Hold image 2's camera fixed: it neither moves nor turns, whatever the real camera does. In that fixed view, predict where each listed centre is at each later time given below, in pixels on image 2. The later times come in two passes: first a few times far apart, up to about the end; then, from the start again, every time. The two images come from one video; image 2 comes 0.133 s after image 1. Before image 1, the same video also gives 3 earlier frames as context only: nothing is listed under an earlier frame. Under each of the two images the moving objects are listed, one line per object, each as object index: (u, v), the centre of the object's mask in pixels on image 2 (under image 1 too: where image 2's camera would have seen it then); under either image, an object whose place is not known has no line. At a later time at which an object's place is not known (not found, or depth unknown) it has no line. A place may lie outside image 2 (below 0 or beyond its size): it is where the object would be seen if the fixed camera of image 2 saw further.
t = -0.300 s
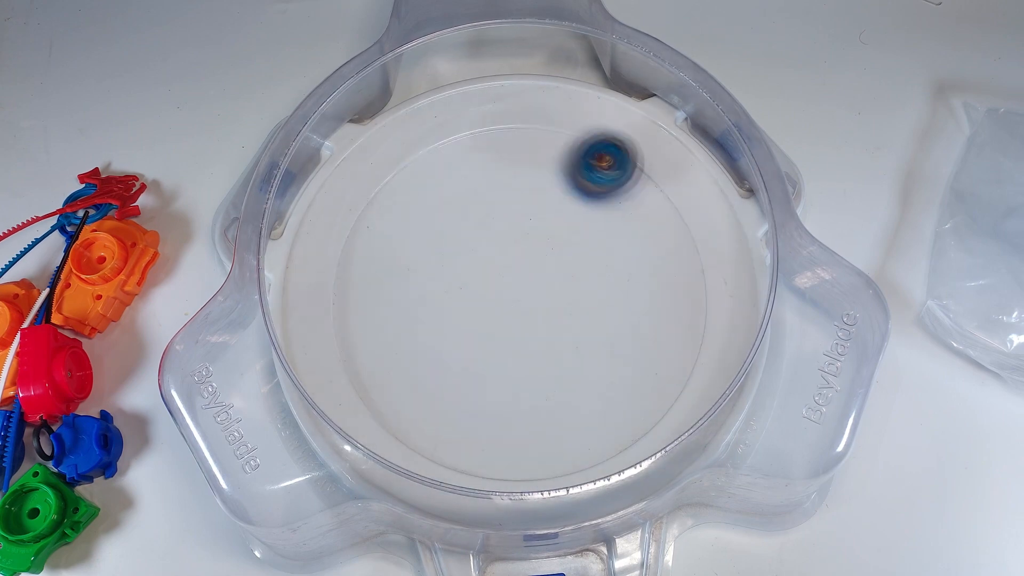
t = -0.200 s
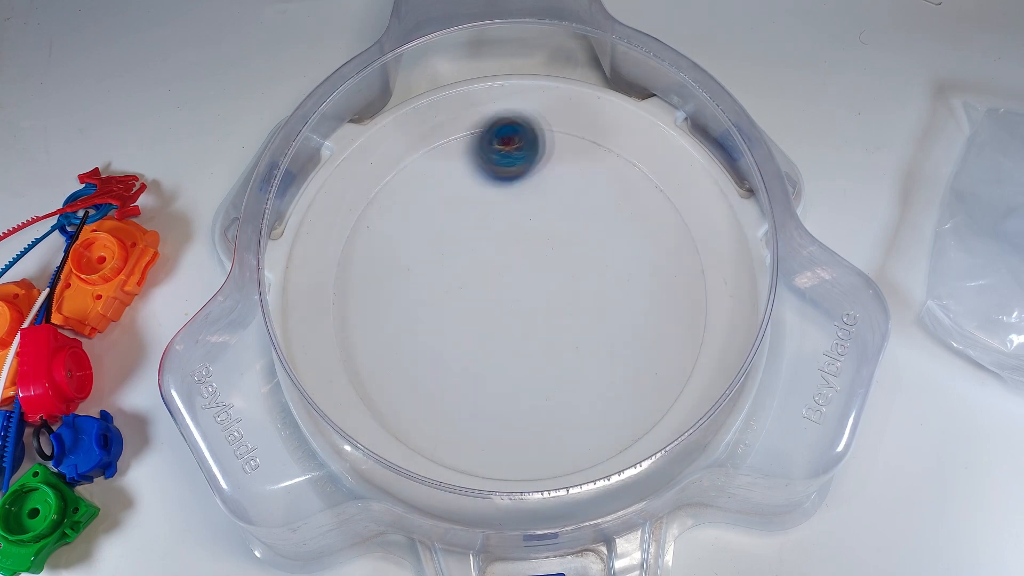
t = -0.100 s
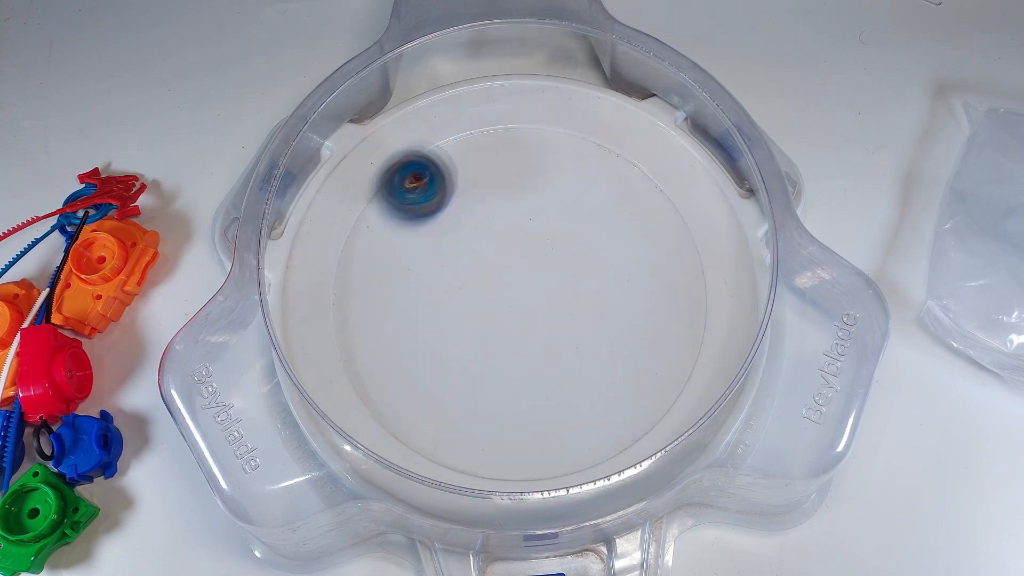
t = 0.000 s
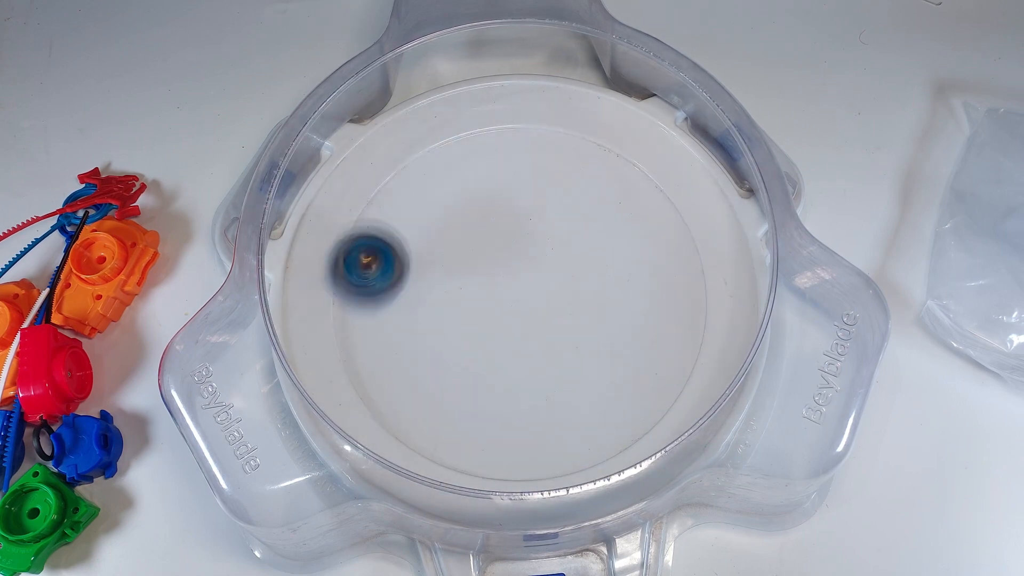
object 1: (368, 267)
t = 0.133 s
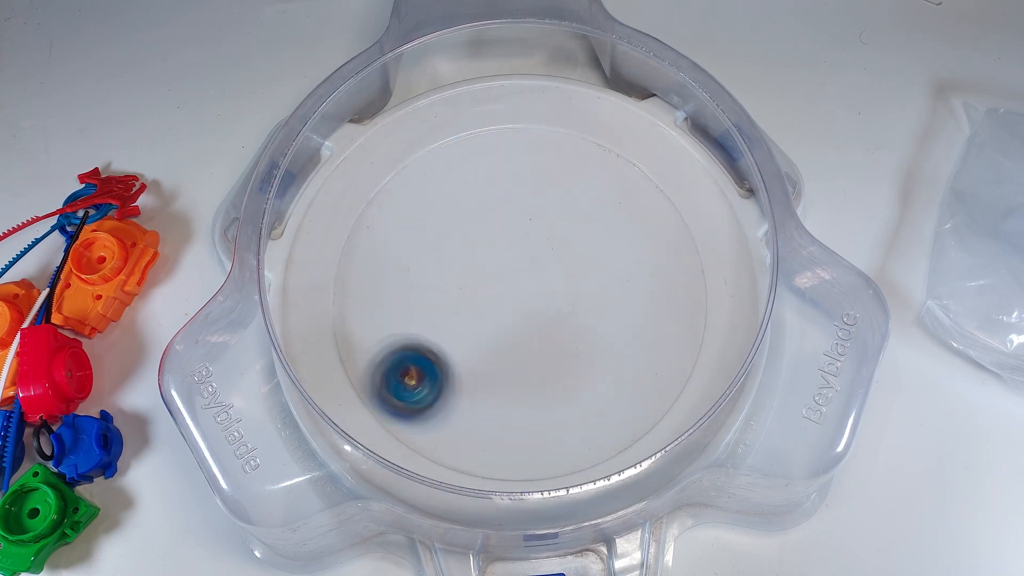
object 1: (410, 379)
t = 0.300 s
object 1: (567, 416)
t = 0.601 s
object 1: (623, 212)
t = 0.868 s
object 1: (442, 217)
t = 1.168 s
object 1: (483, 401)
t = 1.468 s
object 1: (628, 292)
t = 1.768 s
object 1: (474, 204)
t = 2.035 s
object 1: (432, 351)
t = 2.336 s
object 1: (607, 338)
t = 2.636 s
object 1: (546, 197)
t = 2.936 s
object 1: (414, 290)
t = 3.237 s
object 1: (543, 384)
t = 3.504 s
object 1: (616, 258)
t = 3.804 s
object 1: (453, 210)
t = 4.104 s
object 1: (445, 368)
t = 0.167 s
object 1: (439, 402)
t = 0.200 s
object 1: (471, 416)
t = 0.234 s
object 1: (505, 425)
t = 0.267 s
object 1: (538, 426)
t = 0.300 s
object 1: (567, 416)
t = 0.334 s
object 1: (593, 401)
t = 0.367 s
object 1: (614, 382)
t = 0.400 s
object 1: (632, 359)
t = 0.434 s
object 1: (644, 332)
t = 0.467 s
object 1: (651, 305)
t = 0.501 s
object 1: (653, 277)
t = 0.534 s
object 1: (648, 252)
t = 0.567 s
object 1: (639, 229)
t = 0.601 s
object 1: (623, 212)
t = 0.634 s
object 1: (607, 197)
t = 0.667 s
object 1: (583, 187)
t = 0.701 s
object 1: (561, 179)
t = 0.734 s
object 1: (537, 178)
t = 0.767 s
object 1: (511, 181)
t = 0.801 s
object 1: (487, 190)
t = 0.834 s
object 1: (464, 202)
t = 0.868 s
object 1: (442, 217)
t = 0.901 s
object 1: (425, 236)
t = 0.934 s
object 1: (415, 257)
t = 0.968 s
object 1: (410, 281)
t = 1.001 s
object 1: (410, 306)
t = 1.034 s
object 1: (415, 330)
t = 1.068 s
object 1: (425, 355)
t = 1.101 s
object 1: (440, 375)
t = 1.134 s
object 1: (459, 389)
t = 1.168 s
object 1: (483, 401)
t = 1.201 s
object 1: (512, 407)
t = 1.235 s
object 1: (540, 407)
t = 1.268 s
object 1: (567, 400)
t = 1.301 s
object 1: (592, 388)
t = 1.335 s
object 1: (610, 372)
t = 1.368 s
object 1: (622, 356)
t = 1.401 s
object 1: (629, 336)
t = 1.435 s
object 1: (631, 314)
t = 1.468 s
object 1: (628, 292)
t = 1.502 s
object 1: (623, 271)
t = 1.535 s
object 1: (613, 249)
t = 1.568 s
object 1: (599, 231)
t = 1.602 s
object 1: (583, 216)
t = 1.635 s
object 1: (561, 204)
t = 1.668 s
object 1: (540, 198)
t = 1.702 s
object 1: (517, 196)
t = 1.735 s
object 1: (494, 198)
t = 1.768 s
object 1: (474, 204)
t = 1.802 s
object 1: (454, 215)
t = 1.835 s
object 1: (438, 229)
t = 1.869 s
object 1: (425, 246)
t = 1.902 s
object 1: (417, 266)
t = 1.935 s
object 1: (415, 287)
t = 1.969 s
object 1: (416, 308)
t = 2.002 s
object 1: (422, 331)
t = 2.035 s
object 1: (432, 351)
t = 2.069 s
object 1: (446, 366)
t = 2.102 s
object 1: (466, 377)
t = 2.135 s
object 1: (490, 384)
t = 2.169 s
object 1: (515, 388)
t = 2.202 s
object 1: (539, 386)
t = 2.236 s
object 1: (561, 379)
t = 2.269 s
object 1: (580, 368)
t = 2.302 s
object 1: (596, 354)
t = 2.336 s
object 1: (607, 338)
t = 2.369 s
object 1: (615, 318)
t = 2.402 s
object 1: (619, 300)
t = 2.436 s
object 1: (619, 280)
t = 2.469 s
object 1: (616, 261)
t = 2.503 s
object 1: (609, 243)
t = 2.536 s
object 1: (597, 227)
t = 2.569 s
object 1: (584, 214)
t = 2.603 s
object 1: (567, 205)
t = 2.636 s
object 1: (546, 197)
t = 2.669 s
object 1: (526, 193)
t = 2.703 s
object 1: (507, 195)
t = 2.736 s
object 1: (486, 200)
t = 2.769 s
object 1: (467, 208)
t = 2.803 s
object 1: (450, 218)
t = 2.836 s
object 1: (434, 234)
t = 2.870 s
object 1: (424, 251)
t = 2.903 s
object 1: (417, 270)
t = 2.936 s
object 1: (414, 290)
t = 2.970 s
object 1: (417, 309)
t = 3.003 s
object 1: (423, 328)
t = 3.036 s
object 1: (432, 346)
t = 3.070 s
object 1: (446, 361)
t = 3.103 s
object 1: (464, 373)
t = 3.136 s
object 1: (483, 381)
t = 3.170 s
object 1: (502, 385)
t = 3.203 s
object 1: (523, 386)
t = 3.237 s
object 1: (543, 384)
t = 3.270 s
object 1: (564, 378)
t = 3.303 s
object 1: (585, 367)
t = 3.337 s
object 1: (601, 353)
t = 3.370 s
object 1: (613, 335)
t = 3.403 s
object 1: (620, 316)
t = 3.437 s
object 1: (623, 296)
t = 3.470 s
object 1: (622, 277)
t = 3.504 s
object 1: (616, 258)
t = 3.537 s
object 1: (607, 240)
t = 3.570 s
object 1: (593, 223)
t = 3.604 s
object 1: (577, 210)
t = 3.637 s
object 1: (557, 200)
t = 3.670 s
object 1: (536, 194)
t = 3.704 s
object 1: (514, 192)
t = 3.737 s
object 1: (491, 194)
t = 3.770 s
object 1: (471, 200)
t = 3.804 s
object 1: (453, 210)
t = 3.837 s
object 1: (437, 223)
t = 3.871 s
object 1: (424, 238)
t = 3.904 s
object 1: (416, 255)
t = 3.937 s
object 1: (413, 272)
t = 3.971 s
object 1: (411, 292)
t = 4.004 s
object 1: (412, 313)
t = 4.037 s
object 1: (417, 334)
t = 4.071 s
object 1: (429, 353)
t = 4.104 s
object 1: (445, 368)
